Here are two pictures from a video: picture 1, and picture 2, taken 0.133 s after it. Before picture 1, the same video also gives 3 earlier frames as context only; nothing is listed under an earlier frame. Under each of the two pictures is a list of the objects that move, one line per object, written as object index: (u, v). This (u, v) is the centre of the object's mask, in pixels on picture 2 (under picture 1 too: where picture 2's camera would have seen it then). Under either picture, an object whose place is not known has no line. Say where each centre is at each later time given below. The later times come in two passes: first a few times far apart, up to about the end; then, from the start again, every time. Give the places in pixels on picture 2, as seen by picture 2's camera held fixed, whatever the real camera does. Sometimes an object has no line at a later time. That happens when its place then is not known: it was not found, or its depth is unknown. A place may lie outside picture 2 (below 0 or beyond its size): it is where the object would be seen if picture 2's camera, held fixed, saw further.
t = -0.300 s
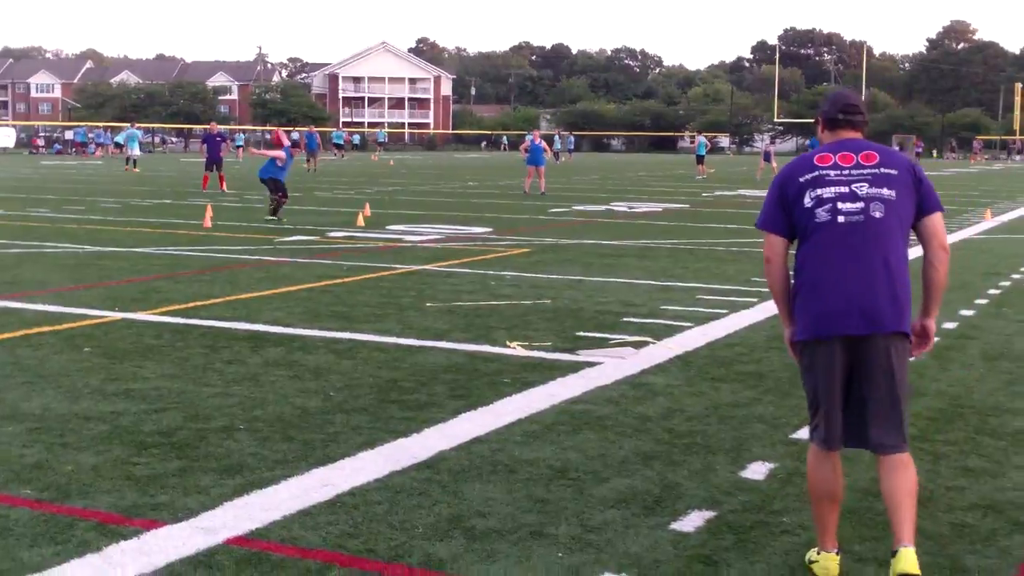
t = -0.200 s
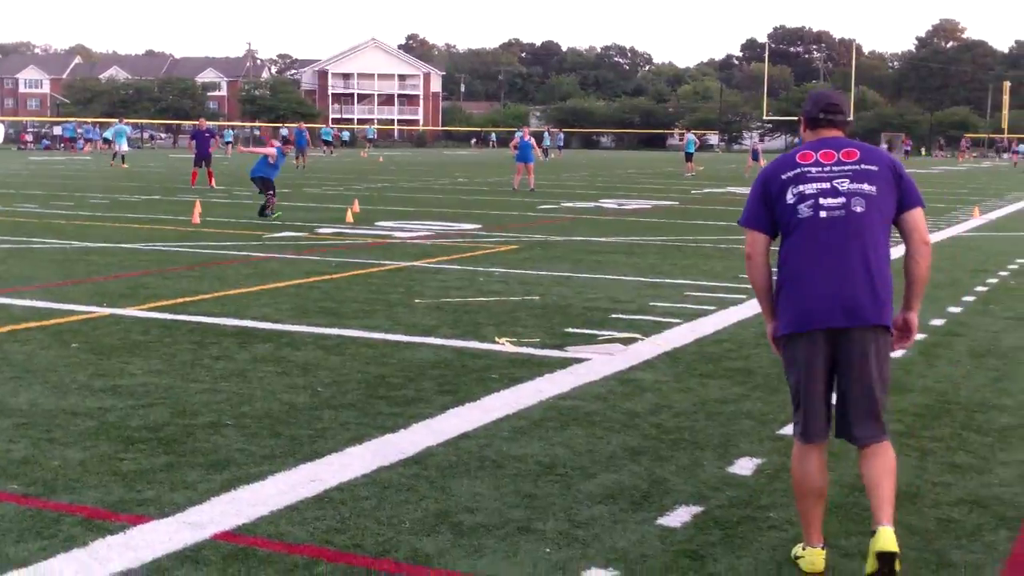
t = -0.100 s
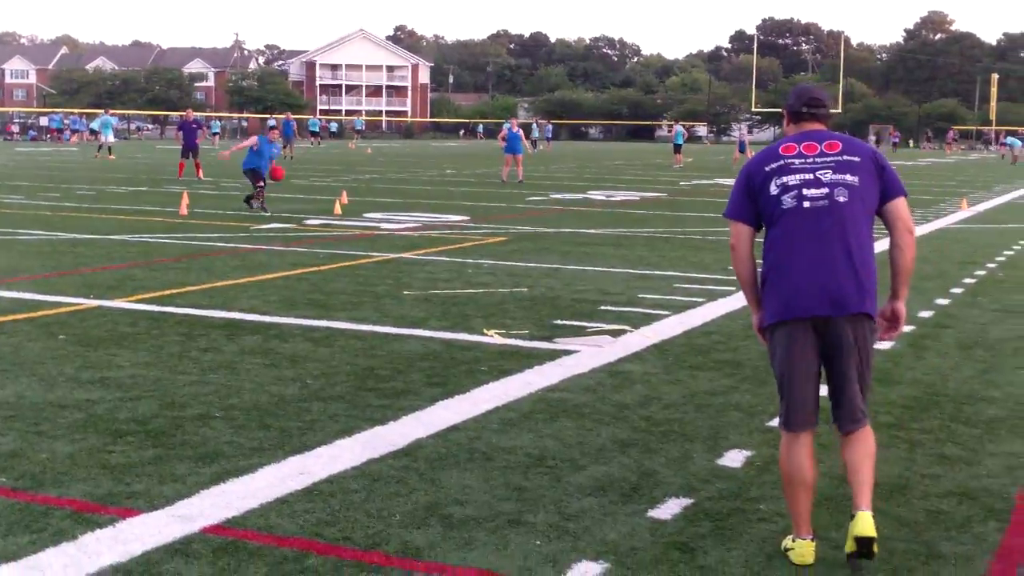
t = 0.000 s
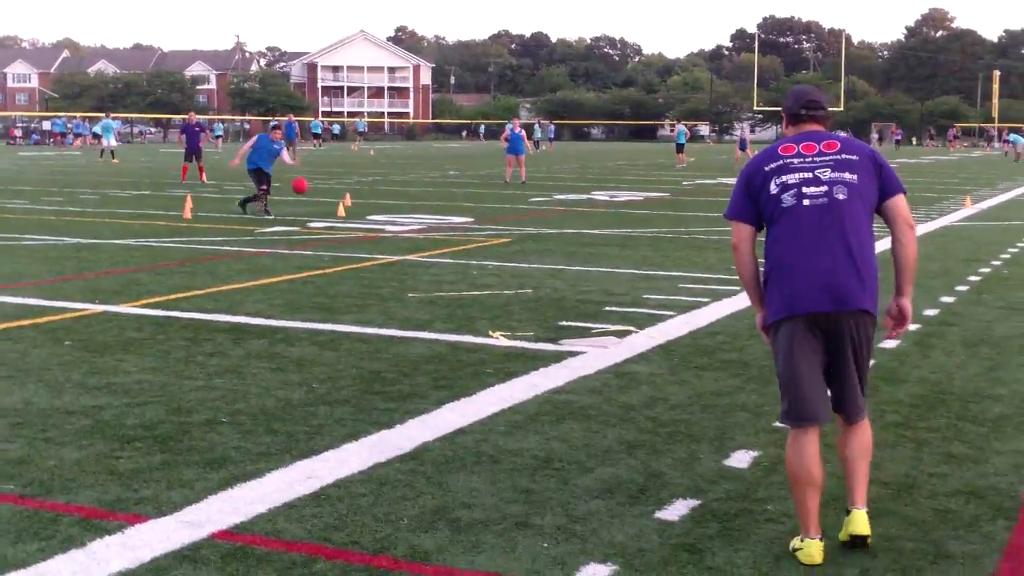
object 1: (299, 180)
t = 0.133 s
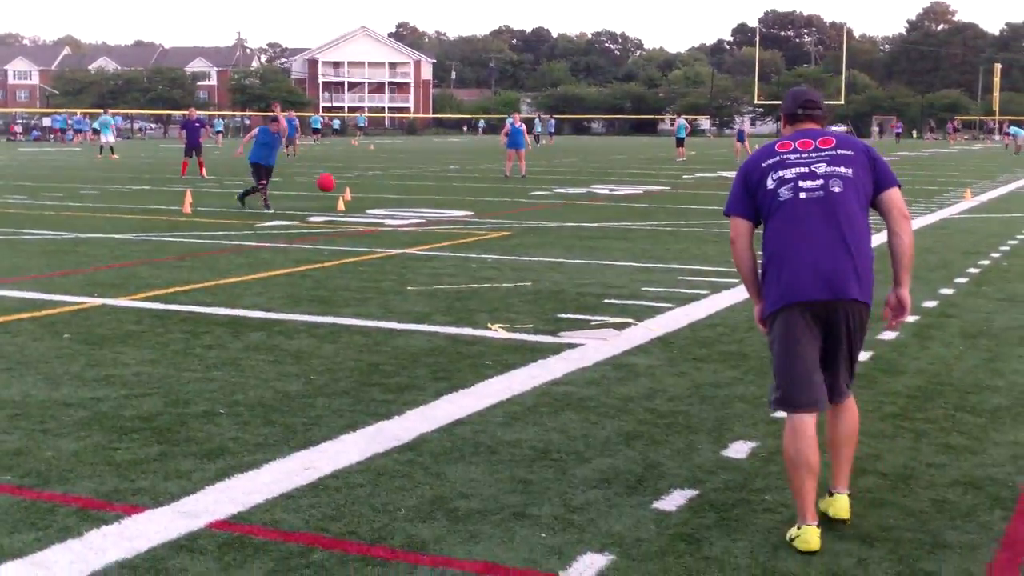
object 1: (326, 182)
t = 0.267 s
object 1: (358, 203)
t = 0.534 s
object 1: (409, 214)
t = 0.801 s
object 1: (454, 230)
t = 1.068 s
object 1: (516, 275)
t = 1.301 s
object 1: (595, 278)
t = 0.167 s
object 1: (333, 186)
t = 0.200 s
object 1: (341, 190)
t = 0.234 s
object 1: (349, 195)
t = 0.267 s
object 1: (358, 203)
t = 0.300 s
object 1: (366, 210)
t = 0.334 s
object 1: (375, 221)
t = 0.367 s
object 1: (385, 233)
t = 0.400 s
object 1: (391, 234)
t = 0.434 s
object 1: (395, 227)
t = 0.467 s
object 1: (399, 222)
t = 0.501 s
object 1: (404, 217)
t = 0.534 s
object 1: (409, 214)
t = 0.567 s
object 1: (413, 212)
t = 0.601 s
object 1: (419, 210)
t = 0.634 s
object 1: (424, 210)
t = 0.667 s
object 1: (429, 211)
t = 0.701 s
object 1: (435, 214)
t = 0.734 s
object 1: (441, 217)
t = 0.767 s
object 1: (447, 222)
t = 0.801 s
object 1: (454, 230)
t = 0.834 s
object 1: (461, 237)
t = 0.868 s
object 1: (467, 247)
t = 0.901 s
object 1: (474, 259)
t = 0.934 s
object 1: (482, 273)
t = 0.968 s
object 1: (490, 288)
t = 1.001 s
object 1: (499, 287)
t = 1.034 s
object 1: (508, 280)
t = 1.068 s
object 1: (516, 275)
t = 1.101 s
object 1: (527, 271)
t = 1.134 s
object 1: (536, 267)
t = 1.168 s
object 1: (547, 266)
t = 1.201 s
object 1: (558, 266)
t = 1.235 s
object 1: (569, 267)
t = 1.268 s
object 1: (582, 272)
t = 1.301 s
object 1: (595, 278)
